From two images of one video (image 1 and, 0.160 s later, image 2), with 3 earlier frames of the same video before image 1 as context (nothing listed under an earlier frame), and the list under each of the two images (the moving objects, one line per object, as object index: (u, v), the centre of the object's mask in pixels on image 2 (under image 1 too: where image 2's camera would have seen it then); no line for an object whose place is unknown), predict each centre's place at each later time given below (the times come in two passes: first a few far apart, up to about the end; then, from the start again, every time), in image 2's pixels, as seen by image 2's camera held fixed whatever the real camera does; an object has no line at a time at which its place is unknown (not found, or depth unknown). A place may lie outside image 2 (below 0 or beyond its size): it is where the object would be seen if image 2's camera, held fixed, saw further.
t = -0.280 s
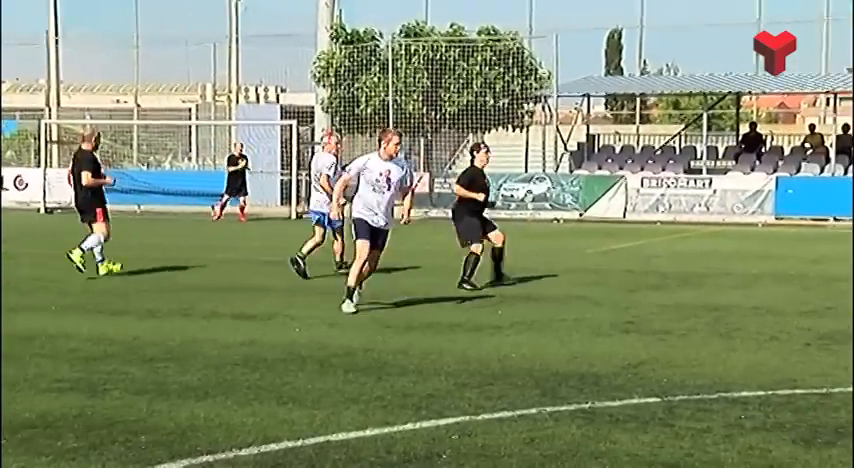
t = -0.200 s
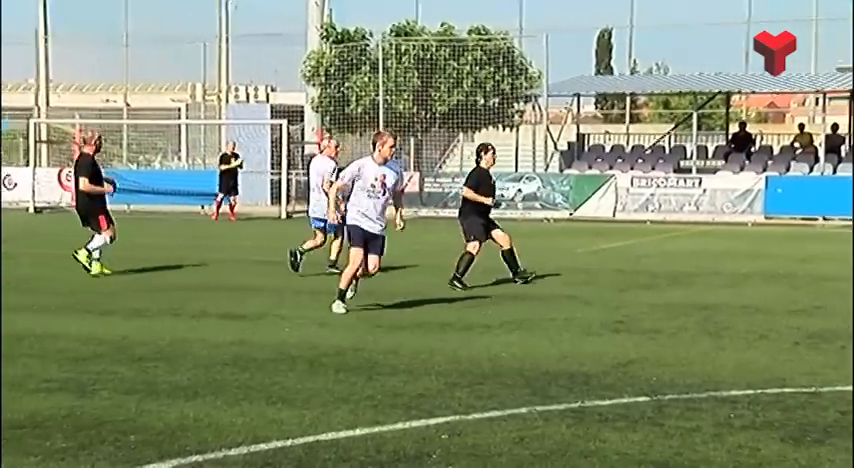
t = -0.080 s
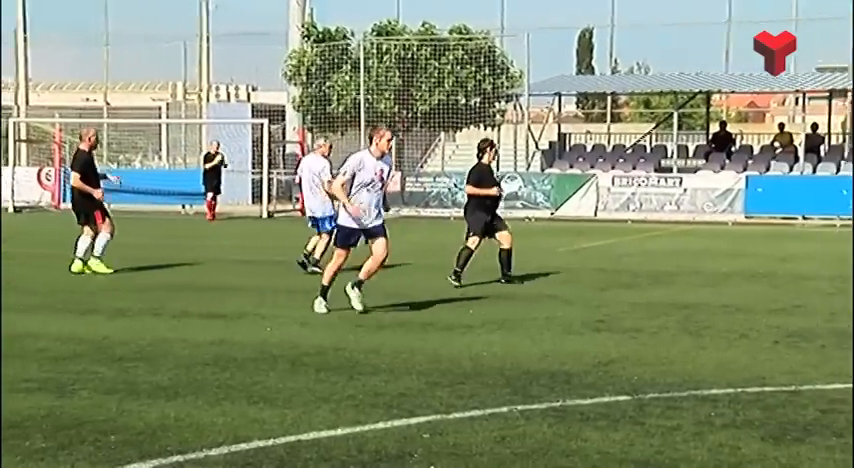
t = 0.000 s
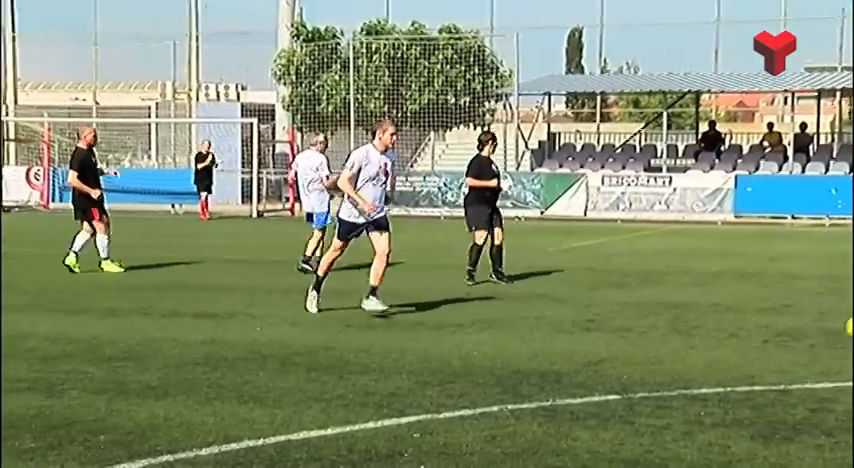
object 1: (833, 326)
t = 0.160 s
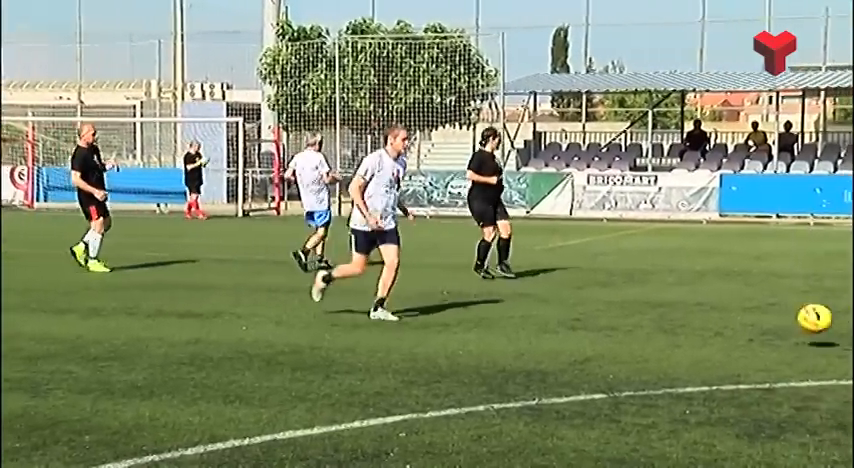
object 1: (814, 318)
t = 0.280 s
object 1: (794, 325)
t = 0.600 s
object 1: (747, 340)
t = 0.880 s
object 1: (711, 347)
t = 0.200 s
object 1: (808, 319)
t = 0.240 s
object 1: (801, 321)
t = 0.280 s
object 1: (794, 325)
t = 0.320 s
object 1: (787, 331)
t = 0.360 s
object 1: (781, 336)
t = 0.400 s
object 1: (775, 332)
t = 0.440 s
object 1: (769, 330)
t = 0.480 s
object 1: (764, 330)
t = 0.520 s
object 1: (758, 332)
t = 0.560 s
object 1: (753, 337)
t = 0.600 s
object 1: (747, 340)
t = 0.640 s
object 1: (742, 338)
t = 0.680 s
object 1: (737, 338)
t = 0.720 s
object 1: (731, 341)
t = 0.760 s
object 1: (726, 344)
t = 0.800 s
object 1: (721, 344)
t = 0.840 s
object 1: (716, 345)
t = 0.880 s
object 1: (711, 347)
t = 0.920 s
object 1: (705, 347)
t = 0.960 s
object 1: (701, 348)
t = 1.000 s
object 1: (696, 349)
